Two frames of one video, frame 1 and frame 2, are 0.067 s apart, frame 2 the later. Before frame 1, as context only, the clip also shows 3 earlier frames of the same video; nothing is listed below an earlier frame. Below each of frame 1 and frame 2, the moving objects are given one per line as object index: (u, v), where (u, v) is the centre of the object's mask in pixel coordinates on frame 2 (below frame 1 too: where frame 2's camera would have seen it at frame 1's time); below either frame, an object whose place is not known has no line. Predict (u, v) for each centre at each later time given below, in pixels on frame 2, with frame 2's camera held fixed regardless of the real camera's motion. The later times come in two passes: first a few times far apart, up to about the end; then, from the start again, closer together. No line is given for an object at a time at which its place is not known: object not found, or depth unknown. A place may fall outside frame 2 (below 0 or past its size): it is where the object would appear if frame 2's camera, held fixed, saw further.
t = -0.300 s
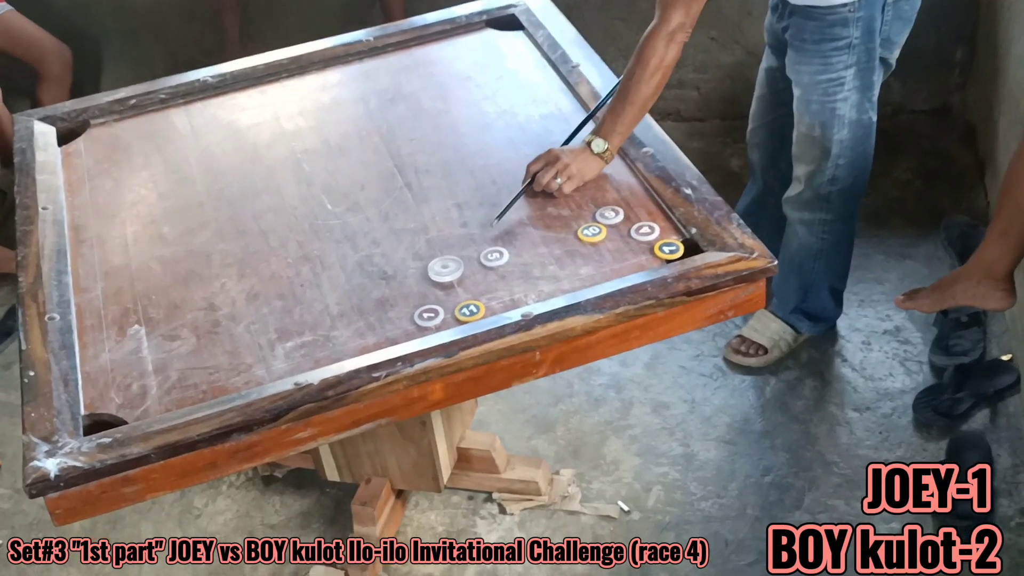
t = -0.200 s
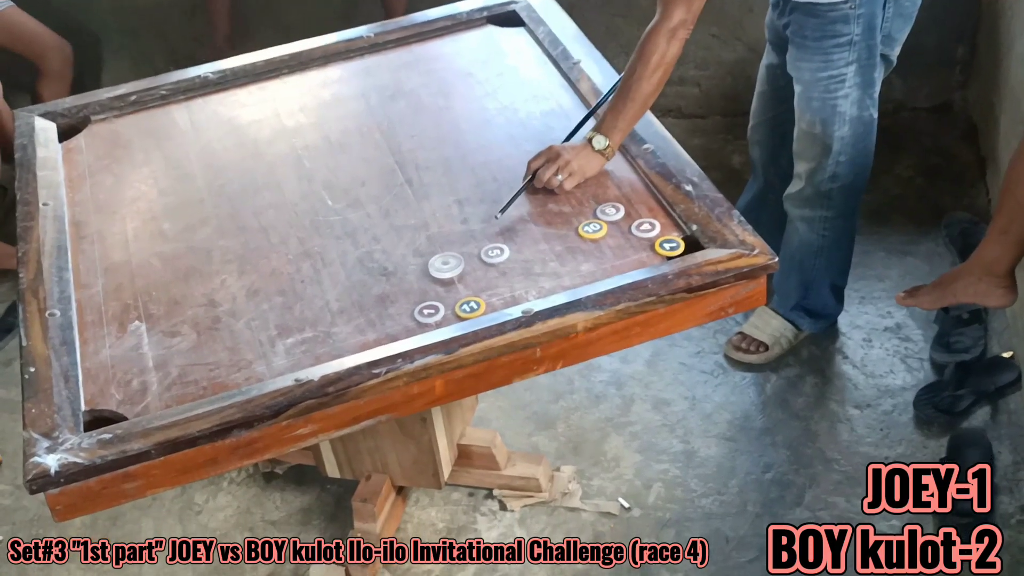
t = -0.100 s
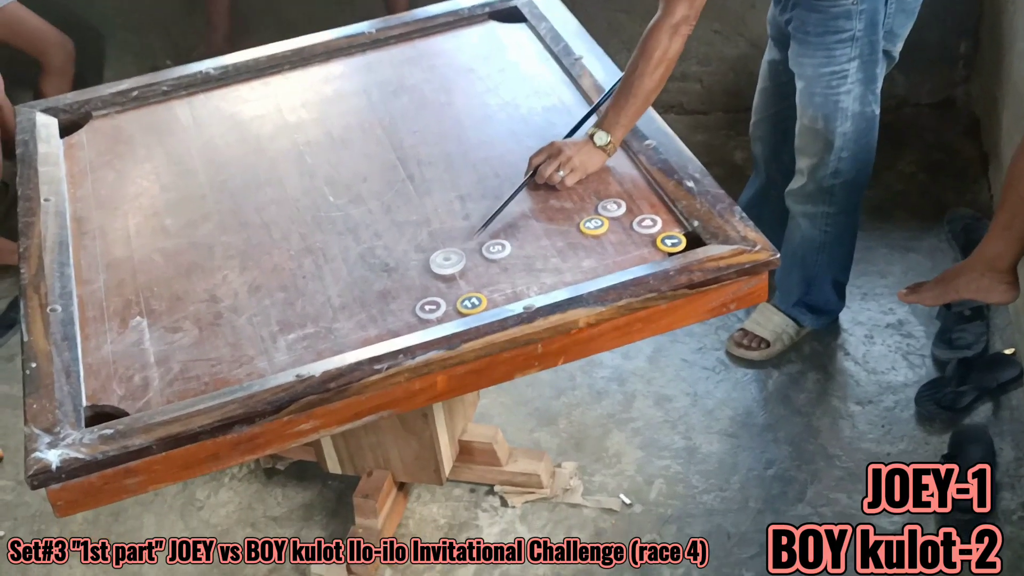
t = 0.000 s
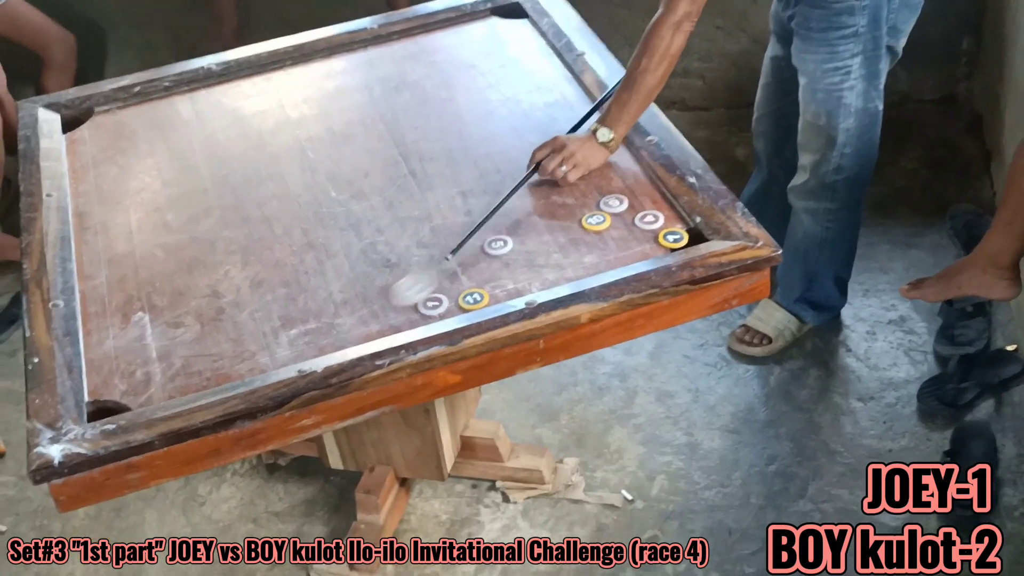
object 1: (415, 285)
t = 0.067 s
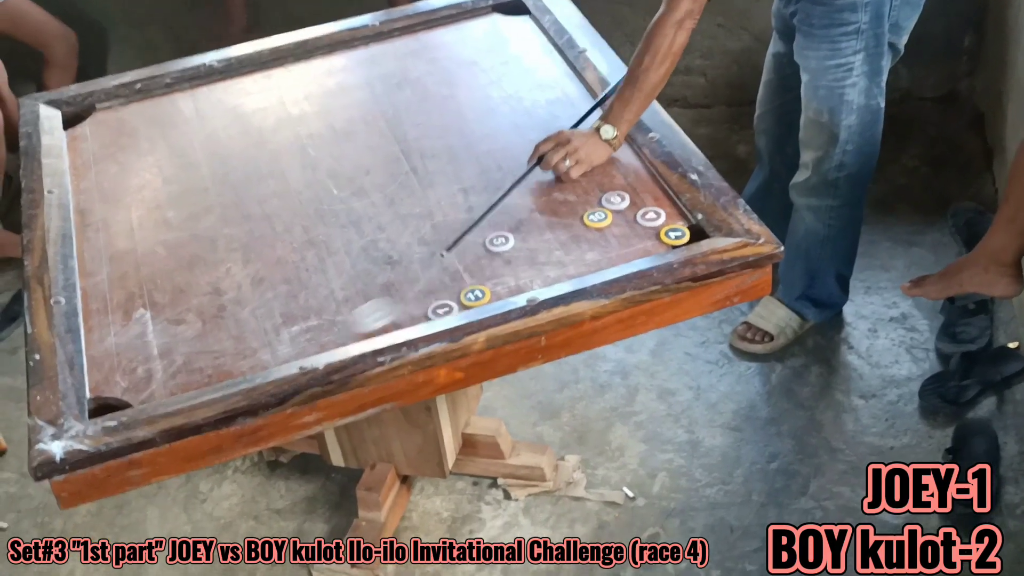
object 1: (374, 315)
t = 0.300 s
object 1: (264, 339)
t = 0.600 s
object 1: (213, 337)
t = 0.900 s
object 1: (212, 338)
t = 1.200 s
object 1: (213, 339)
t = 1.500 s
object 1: (213, 339)
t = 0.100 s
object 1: (353, 330)
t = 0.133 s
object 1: (332, 338)
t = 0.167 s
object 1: (315, 339)
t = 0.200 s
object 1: (300, 339)
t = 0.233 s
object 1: (287, 339)
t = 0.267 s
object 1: (273, 338)
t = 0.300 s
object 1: (264, 339)
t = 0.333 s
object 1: (251, 337)
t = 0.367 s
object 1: (242, 337)
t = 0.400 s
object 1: (234, 337)
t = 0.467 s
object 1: (223, 336)
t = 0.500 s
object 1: (219, 336)
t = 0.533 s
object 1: (216, 336)
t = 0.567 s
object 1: (214, 337)
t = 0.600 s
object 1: (213, 337)
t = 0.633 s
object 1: (213, 337)
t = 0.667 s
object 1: (212, 337)
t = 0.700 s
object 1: (213, 337)
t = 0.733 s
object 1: (213, 337)
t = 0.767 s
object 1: (213, 337)
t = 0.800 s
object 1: (213, 337)
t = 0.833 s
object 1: (213, 338)
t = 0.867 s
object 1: (213, 338)
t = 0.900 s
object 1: (212, 338)
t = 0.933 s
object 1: (212, 338)
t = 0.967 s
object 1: (212, 338)
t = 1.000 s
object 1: (212, 338)
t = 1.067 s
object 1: (212, 339)
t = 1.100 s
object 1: (212, 339)
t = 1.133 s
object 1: (212, 339)
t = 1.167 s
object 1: (213, 339)
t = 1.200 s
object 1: (213, 339)
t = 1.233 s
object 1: (213, 338)
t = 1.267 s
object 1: (213, 338)
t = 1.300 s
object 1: (213, 338)
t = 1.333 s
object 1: (213, 338)
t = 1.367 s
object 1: (212, 339)
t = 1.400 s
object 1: (213, 339)
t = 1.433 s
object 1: (213, 338)
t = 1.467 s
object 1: (213, 339)
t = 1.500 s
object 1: (213, 339)
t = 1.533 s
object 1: (213, 339)
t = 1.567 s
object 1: (213, 340)
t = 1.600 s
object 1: (213, 340)
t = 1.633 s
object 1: (213, 340)
